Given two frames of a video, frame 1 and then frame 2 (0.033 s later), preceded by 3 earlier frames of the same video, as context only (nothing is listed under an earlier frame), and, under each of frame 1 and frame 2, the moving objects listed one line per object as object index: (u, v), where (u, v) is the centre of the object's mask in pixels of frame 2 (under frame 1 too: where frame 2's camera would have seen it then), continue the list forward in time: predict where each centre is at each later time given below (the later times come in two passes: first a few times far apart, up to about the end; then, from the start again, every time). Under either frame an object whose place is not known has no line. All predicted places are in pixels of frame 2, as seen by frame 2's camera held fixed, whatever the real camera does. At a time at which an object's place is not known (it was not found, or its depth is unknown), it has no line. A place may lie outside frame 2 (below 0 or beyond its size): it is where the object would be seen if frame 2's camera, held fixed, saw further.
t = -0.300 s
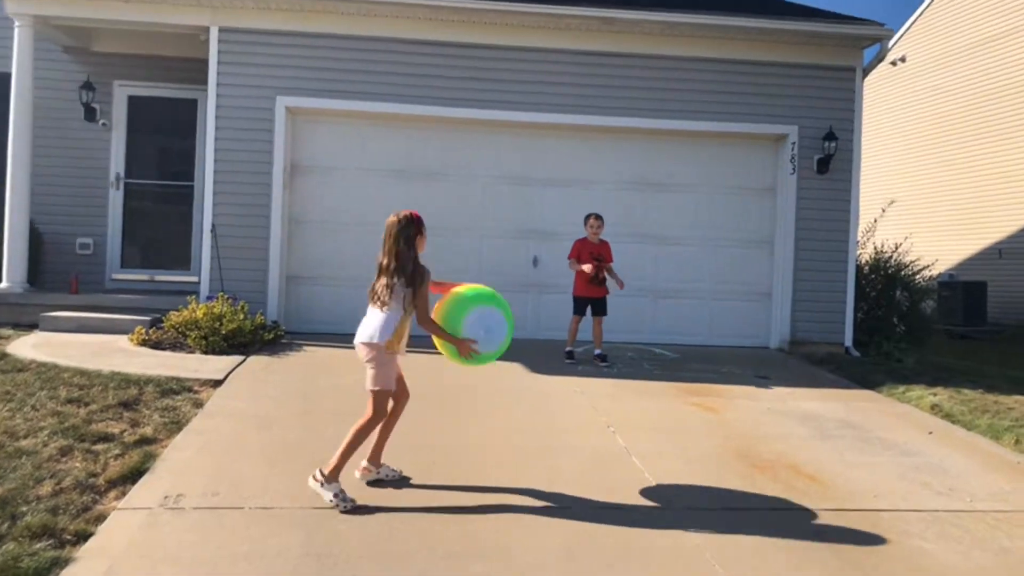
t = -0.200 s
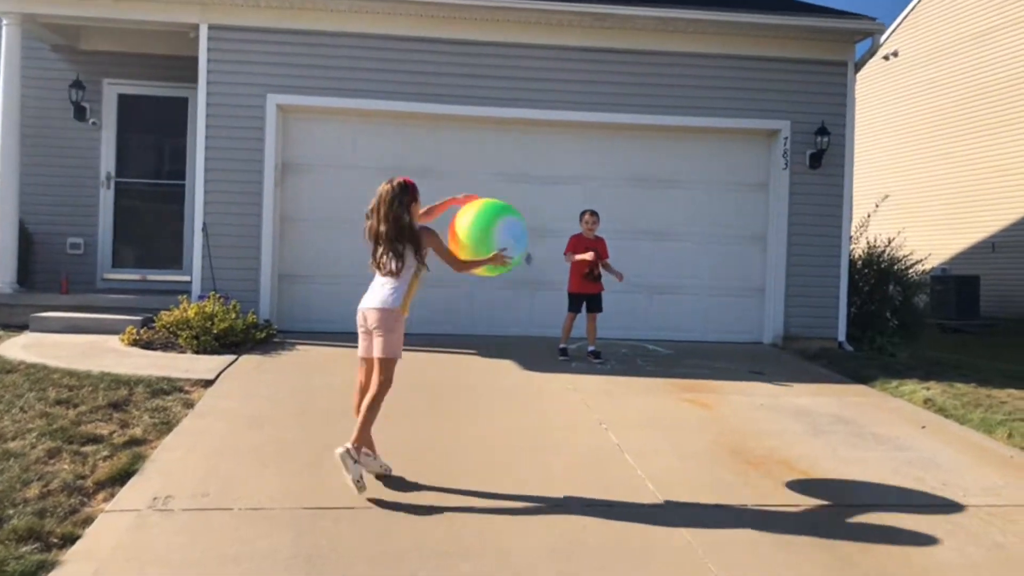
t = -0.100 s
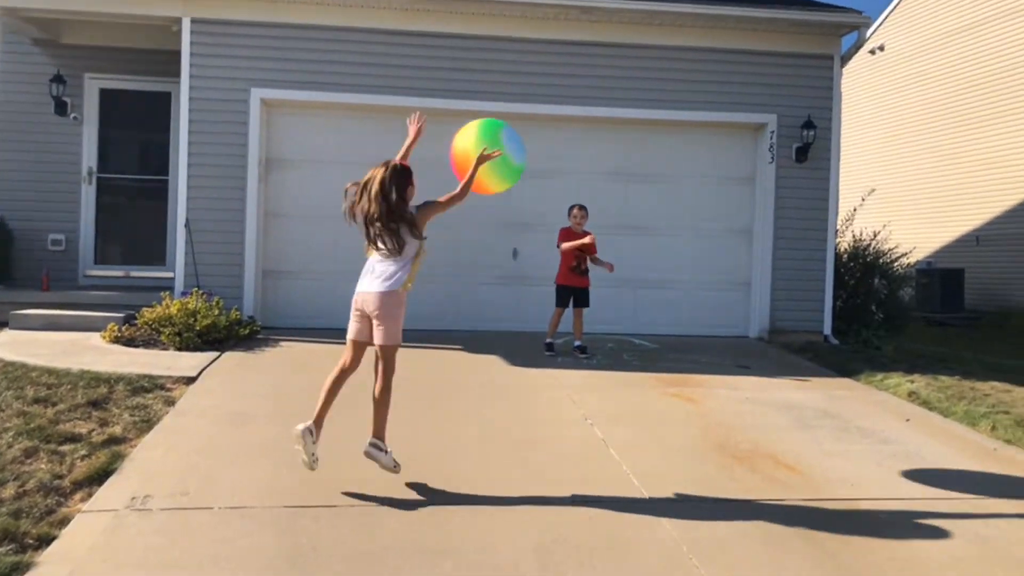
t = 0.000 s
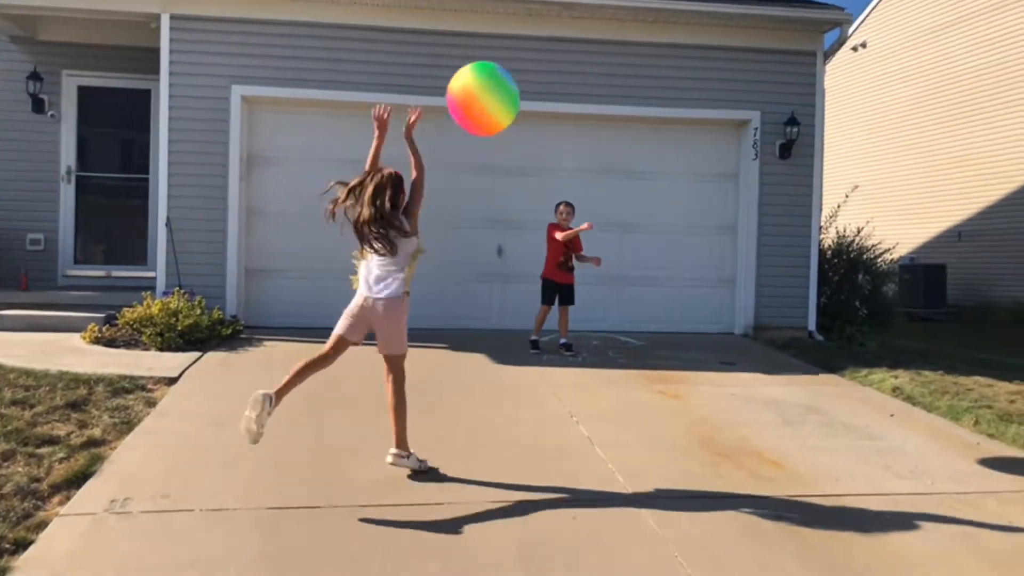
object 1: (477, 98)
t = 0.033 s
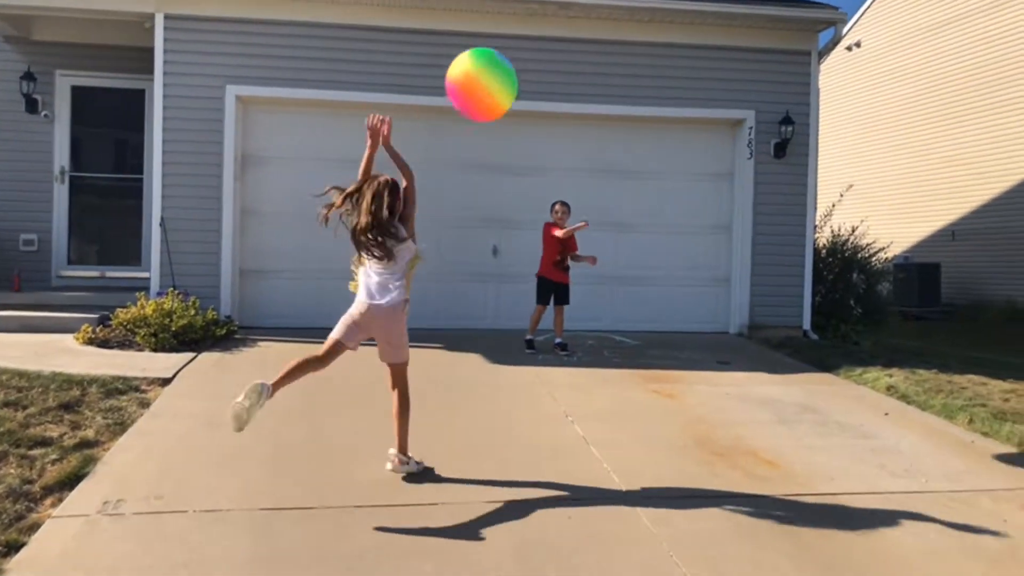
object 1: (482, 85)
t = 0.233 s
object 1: (500, 47)
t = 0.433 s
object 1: (514, 62)
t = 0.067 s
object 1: (485, 73)
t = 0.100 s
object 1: (489, 64)
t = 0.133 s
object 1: (492, 57)
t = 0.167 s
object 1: (495, 50)
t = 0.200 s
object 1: (498, 48)
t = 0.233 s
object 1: (500, 47)
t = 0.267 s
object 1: (504, 46)
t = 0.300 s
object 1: (506, 47)
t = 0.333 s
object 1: (508, 48)
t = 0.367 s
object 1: (511, 50)
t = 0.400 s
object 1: (513, 56)
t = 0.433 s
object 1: (514, 62)
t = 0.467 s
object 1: (517, 70)
